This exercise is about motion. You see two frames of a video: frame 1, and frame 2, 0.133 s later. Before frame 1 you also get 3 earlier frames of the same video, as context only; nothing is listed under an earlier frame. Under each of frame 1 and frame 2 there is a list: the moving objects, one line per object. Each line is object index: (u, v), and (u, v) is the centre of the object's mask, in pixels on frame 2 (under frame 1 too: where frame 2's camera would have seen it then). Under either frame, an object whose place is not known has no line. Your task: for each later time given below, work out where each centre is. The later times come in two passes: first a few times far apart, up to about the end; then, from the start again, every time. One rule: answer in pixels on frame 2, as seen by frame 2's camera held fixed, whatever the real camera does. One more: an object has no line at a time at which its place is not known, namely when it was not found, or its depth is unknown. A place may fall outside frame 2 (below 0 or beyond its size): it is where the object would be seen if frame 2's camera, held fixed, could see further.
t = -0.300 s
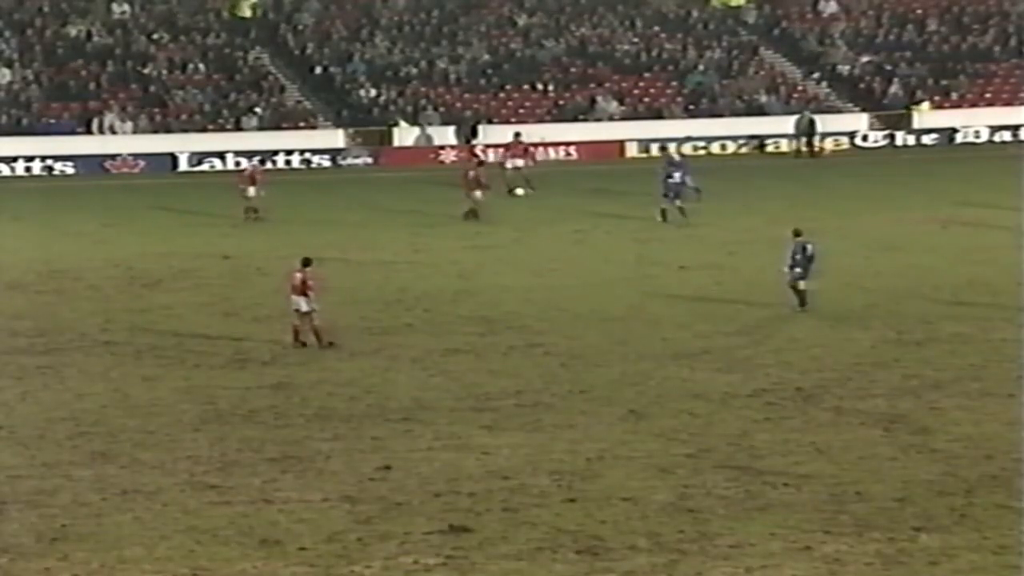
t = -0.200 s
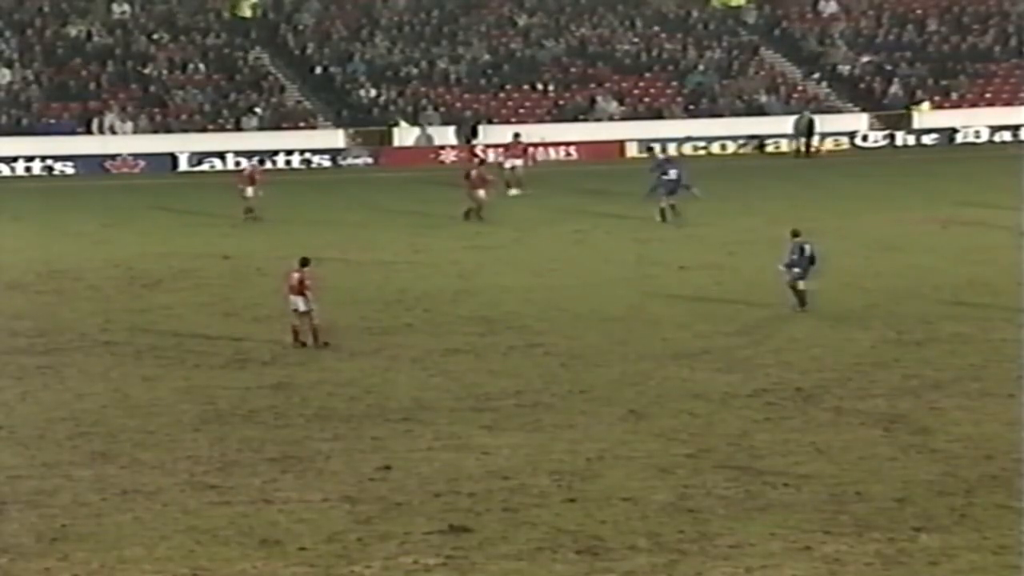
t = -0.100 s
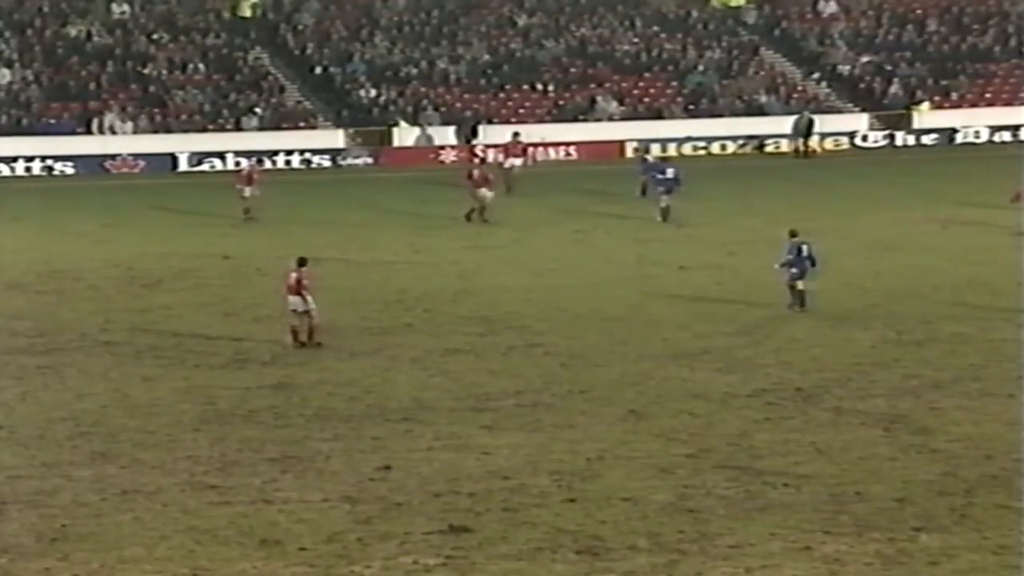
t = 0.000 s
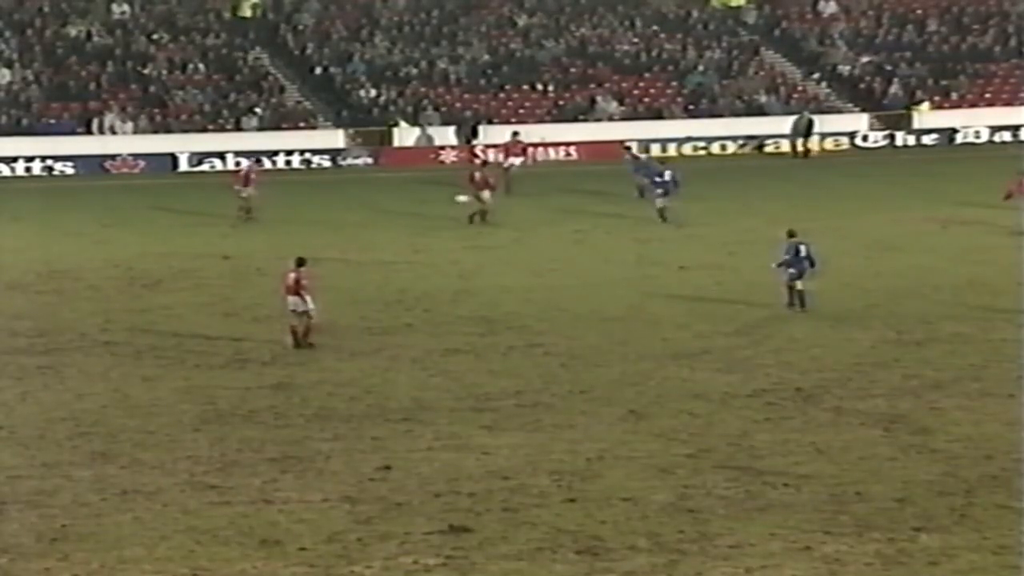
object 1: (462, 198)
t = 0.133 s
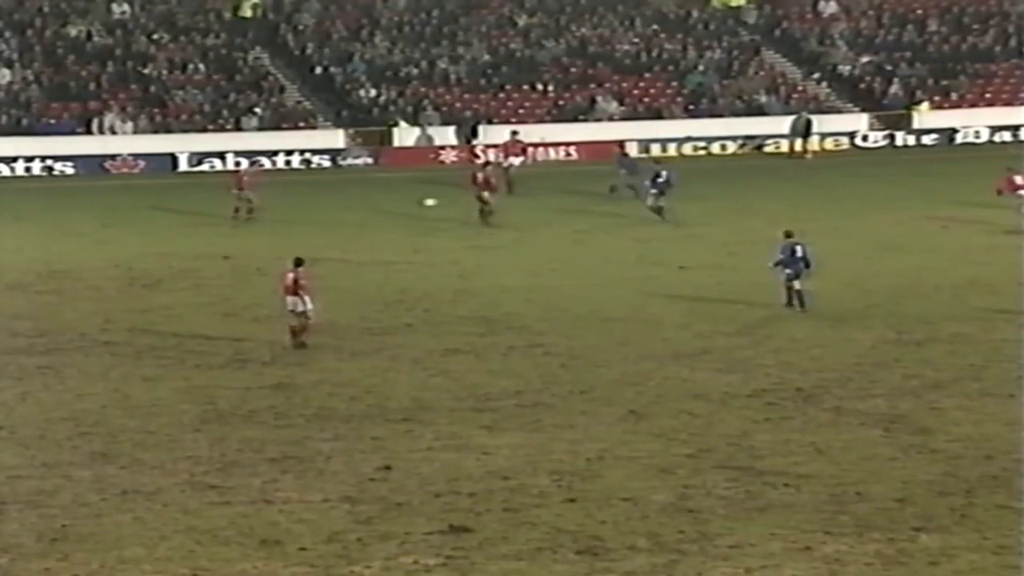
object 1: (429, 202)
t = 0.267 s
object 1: (400, 205)
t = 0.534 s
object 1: (353, 210)
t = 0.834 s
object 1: (306, 215)
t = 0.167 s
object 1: (421, 203)
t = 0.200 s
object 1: (415, 203)
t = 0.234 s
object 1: (408, 204)
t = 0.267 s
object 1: (400, 205)
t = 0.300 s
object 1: (395, 205)
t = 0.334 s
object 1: (388, 205)
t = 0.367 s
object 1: (380, 207)
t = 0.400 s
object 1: (376, 207)
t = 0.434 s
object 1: (369, 208)
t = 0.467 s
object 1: (362, 209)
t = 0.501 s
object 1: (359, 209)
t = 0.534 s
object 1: (353, 210)
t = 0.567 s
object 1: (346, 211)
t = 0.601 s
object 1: (343, 211)
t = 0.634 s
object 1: (337, 212)
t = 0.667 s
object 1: (331, 213)
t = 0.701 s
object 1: (327, 213)
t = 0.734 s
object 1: (321, 213)
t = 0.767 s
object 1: (315, 214)
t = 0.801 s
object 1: (312, 214)
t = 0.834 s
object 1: (306, 215)
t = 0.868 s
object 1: (300, 215)
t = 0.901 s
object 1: (297, 215)
